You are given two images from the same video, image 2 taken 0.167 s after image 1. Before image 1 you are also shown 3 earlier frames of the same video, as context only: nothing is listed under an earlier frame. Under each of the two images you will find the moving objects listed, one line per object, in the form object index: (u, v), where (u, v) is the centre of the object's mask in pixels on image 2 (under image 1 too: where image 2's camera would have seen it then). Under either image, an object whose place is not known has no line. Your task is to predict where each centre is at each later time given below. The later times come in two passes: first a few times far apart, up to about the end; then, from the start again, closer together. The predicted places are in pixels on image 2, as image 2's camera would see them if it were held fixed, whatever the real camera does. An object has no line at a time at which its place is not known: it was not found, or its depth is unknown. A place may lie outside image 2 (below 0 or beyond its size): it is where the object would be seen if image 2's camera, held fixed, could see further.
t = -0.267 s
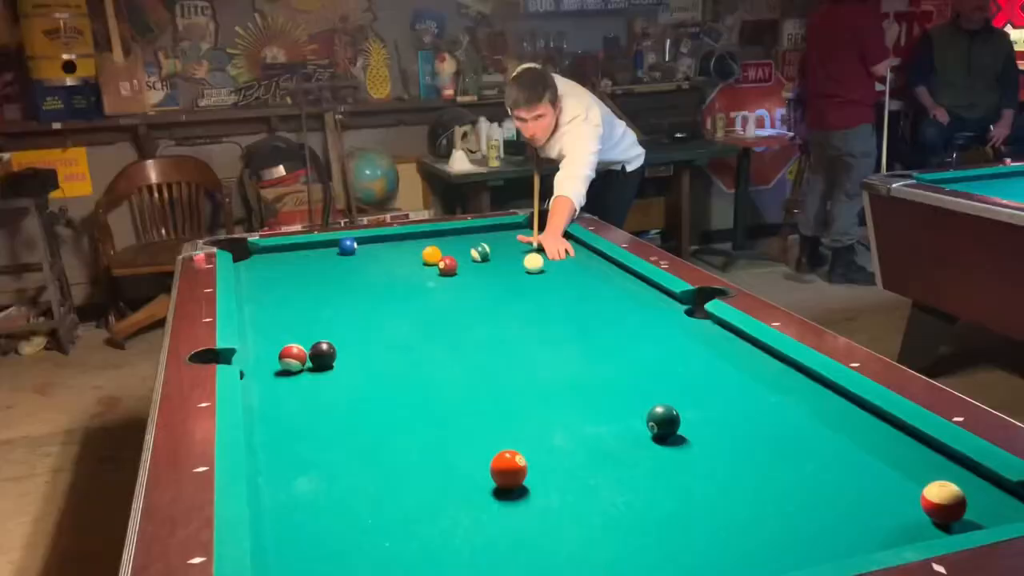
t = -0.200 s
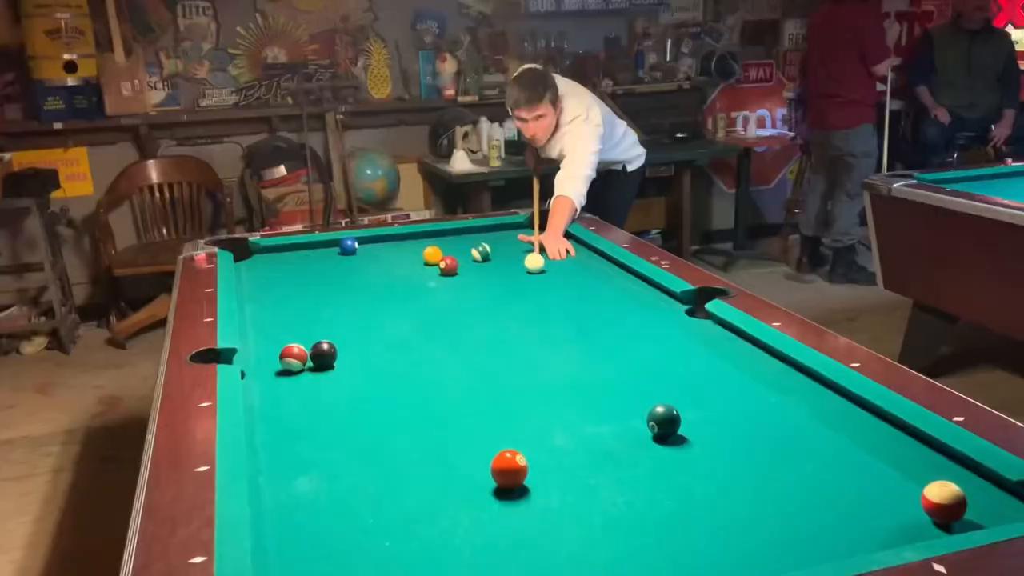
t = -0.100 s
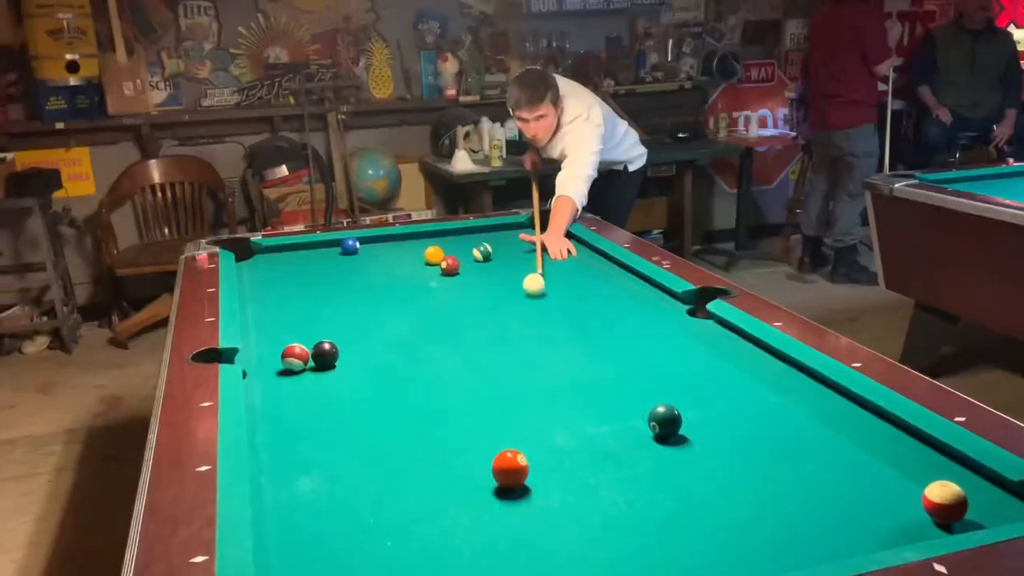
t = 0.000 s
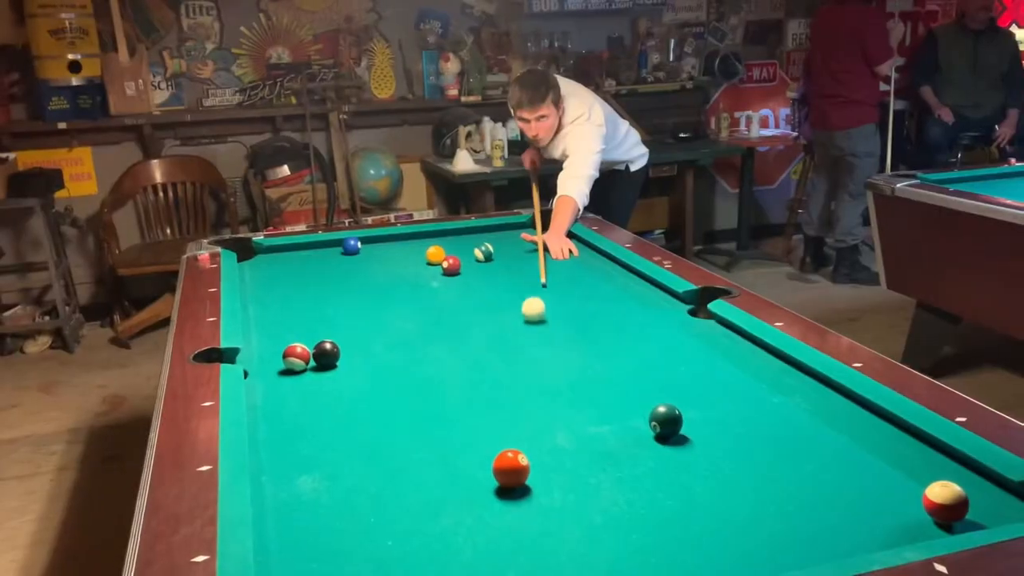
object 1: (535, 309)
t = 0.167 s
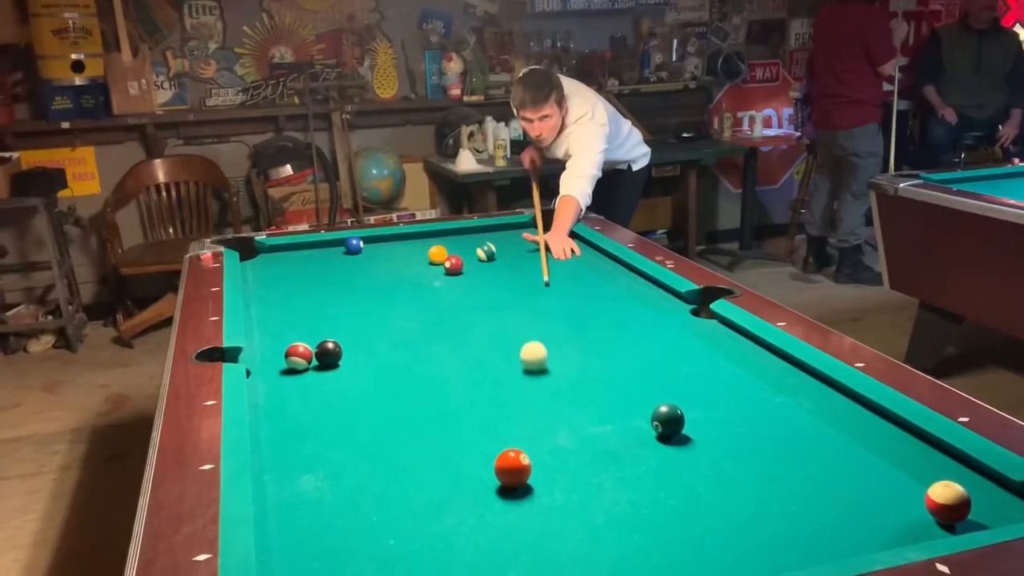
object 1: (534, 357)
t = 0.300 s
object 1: (531, 406)
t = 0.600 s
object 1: (612, 489)
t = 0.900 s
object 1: (748, 563)
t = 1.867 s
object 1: (783, 424)
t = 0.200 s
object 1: (533, 368)
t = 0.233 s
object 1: (532, 380)
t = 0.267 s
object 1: (532, 392)
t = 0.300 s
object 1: (531, 406)
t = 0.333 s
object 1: (531, 421)
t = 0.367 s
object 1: (531, 437)
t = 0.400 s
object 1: (535, 448)
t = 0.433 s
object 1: (546, 456)
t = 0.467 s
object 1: (560, 461)
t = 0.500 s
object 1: (573, 466)
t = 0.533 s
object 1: (586, 473)
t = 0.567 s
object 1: (599, 481)
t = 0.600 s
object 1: (612, 489)
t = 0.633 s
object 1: (625, 498)
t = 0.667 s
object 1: (639, 506)
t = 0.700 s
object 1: (654, 514)
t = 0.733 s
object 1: (669, 524)
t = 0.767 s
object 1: (683, 533)
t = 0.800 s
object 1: (700, 544)
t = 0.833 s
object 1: (716, 553)
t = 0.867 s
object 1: (732, 559)
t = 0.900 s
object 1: (748, 563)
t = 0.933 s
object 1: (749, 560)
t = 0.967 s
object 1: (751, 556)
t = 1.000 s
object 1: (753, 549)
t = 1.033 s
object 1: (755, 542)
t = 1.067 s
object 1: (757, 536)
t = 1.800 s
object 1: (782, 431)
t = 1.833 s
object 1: (783, 427)
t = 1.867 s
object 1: (783, 424)
